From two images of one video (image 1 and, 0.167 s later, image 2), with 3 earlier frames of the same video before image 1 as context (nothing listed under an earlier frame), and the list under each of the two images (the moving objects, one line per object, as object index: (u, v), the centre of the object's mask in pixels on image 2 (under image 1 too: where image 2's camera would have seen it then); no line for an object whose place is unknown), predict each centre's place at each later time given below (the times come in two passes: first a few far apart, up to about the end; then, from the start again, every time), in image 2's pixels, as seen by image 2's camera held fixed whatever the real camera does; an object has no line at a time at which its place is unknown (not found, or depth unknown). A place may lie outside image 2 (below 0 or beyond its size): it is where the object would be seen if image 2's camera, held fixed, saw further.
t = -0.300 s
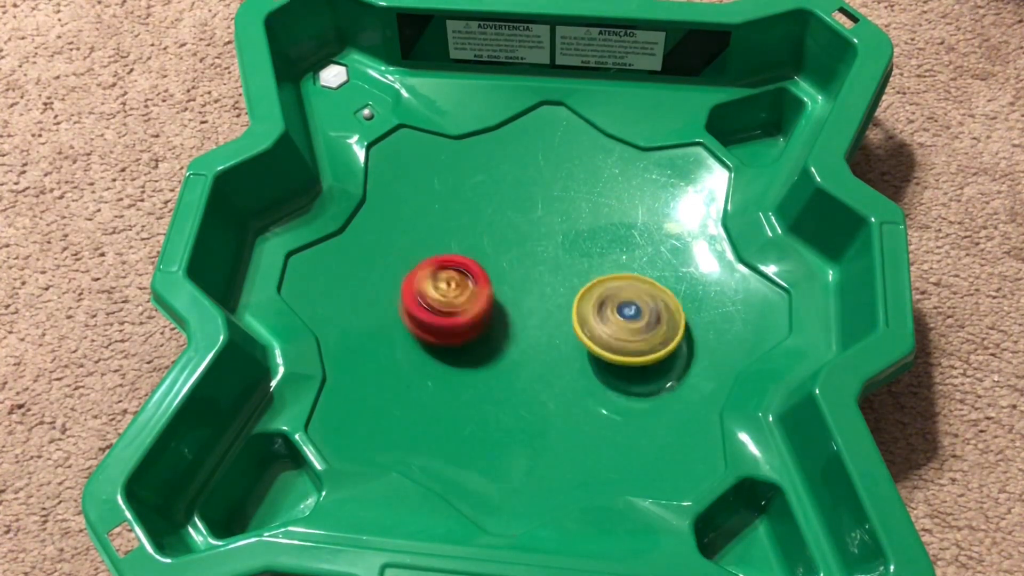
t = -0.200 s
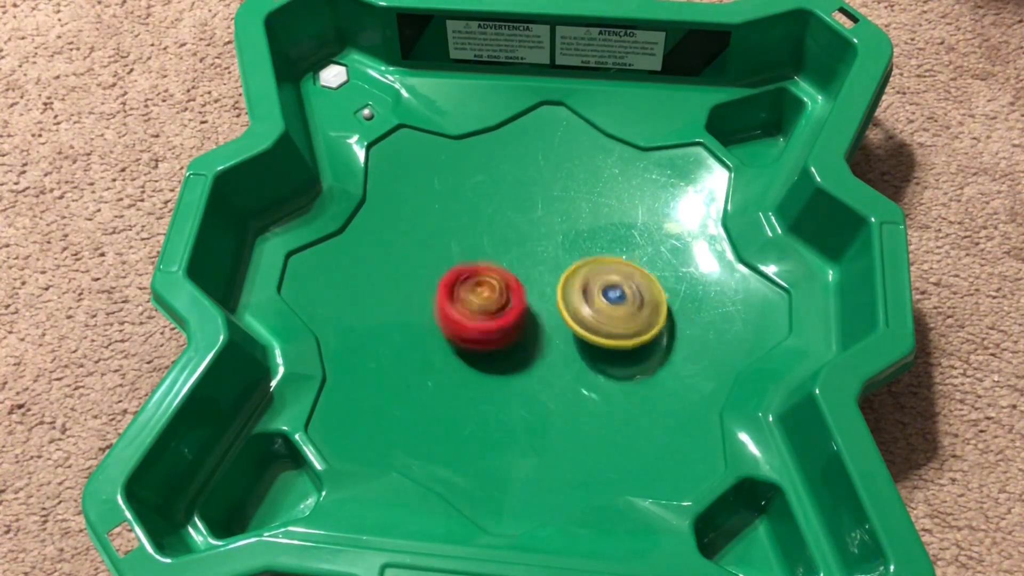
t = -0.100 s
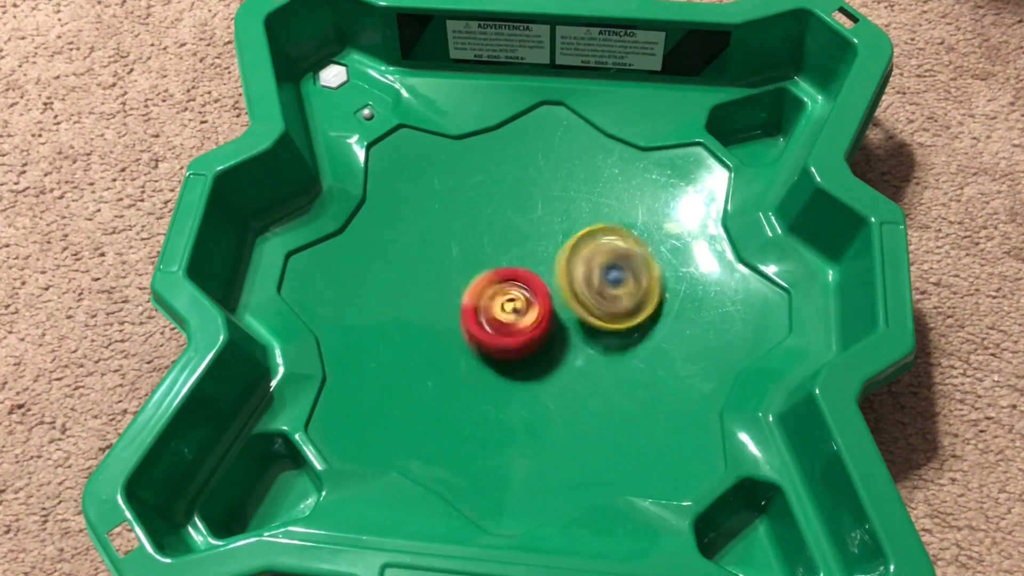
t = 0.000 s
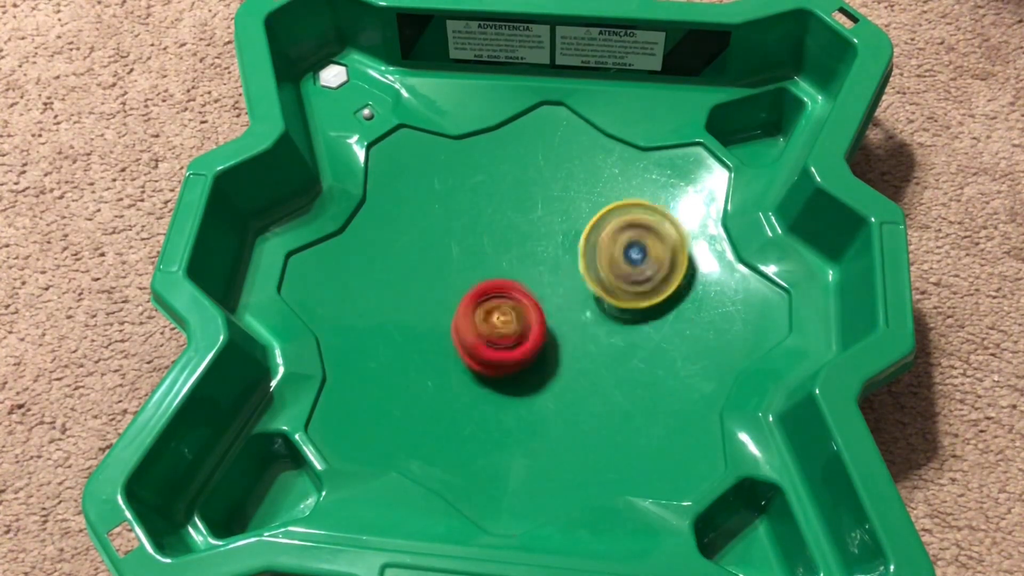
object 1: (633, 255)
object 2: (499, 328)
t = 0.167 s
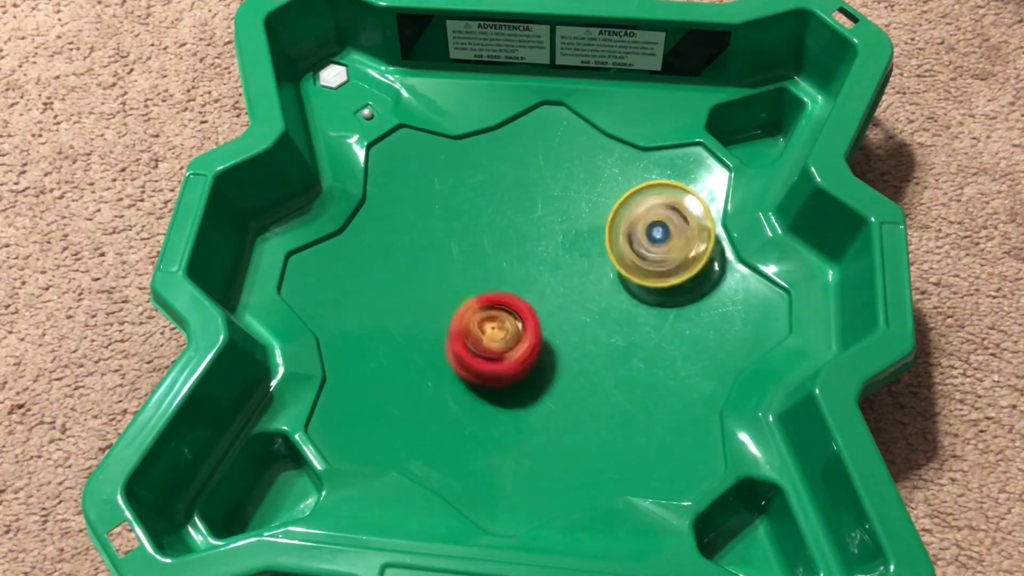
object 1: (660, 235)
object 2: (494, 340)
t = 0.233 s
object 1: (657, 235)
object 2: (495, 342)
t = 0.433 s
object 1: (622, 256)
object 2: (516, 328)
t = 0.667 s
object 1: (571, 243)
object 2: (512, 336)
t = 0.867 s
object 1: (535, 223)
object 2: (509, 332)
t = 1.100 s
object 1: (530, 215)
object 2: (525, 317)
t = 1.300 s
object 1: (528, 231)
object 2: (538, 324)
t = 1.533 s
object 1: (522, 226)
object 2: (568, 367)
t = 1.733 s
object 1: (510, 234)
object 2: (596, 352)
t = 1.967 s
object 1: (487, 249)
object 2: (592, 319)
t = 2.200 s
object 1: (464, 244)
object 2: (564, 323)
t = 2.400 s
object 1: (463, 244)
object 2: (548, 339)
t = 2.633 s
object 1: (484, 260)
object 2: (533, 353)
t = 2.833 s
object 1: (494, 262)
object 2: (520, 356)
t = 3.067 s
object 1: (503, 260)
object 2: (536, 350)
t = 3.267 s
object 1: (504, 261)
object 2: (552, 351)
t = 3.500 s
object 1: (510, 251)
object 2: (556, 344)
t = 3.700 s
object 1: (510, 256)
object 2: (542, 335)
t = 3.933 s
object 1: (545, 273)
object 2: (525, 353)
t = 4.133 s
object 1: (564, 270)
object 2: (524, 357)
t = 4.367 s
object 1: (564, 270)
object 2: (525, 357)
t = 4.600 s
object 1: (564, 270)
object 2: (525, 357)
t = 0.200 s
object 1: (659, 234)
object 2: (493, 340)
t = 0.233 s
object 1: (657, 235)
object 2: (495, 342)
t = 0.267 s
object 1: (655, 235)
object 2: (497, 340)
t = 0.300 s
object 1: (652, 237)
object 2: (499, 339)
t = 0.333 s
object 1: (649, 241)
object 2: (503, 337)
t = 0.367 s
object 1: (642, 245)
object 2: (506, 335)
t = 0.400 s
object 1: (633, 251)
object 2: (509, 332)
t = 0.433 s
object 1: (622, 256)
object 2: (516, 328)
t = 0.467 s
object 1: (611, 261)
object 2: (521, 325)
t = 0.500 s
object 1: (602, 261)
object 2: (524, 324)
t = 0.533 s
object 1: (603, 257)
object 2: (522, 328)
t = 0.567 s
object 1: (597, 254)
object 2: (518, 330)
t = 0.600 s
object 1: (588, 252)
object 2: (515, 334)
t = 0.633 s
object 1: (579, 247)
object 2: (515, 335)
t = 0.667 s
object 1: (571, 243)
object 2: (512, 336)
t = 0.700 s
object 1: (564, 239)
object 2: (510, 338)
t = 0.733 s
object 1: (556, 235)
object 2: (510, 336)
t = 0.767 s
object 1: (550, 232)
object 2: (508, 337)
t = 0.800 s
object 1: (544, 228)
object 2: (508, 336)
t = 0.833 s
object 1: (540, 225)
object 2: (509, 333)
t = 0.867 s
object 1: (535, 223)
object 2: (509, 332)
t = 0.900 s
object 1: (534, 221)
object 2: (510, 330)
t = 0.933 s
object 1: (533, 222)
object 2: (513, 325)
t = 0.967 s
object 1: (530, 222)
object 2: (514, 323)
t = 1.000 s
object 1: (528, 222)
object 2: (516, 320)
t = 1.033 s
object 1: (527, 221)
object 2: (520, 315)
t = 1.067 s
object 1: (526, 218)
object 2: (523, 315)
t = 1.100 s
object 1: (530, 215)
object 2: (525, 317)
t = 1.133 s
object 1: (532, 218)
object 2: (530, 319)
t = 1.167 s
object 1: (532, 221)
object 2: (531, 320)
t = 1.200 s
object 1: (530, 224)
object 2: (533, 323)
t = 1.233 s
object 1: (528, 226)
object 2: (536, 323)
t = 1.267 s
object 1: (528, 228)
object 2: (537, 323)
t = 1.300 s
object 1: (528, 231)
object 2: (538, 324)
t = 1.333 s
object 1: (528, 227)
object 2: (543, 331)
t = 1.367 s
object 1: (530, 219)
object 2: (549, 343)
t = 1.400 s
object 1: (531, 217)
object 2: (552, 350)
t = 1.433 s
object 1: (533, 219)
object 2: (556, 359)
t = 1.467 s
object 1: (531, 222)
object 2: (562, 363)
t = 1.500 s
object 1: (527, 224)
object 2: (566, 366)
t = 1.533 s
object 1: (522, 226)
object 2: (568, 367)
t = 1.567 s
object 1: (519, 225)
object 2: (572, 368)
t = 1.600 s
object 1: (518, 225)
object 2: (576, 367)
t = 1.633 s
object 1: (516, 226)
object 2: (582, 364)
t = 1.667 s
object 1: (514, 227)
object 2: (587, 361)
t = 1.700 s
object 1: (513, 230)
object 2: (592, 356)
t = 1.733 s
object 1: (510, 234)
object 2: (596, 352)
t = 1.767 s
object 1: (507, 236)
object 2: (598, 347)
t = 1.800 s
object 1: (503, 241)
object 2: (601, 342)
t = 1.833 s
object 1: (499, 243)
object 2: (601, 335)
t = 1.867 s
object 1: (496, 245)
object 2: (601, 329)
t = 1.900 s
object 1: (492, 248)
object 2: (598, 326)
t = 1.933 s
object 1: (489, 250)
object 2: (596, 323)
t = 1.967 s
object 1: (487, 249)
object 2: (592, 319)
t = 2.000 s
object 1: (485, 250)
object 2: (586, 316)
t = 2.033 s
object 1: (484, 252)
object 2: (580, 315)
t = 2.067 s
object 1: (482, 253)
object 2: (574, 312)
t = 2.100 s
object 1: (481, 253)
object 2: (566, 314)
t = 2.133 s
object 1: (481, 254)
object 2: (559, 316)
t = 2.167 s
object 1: (470, 248)
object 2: (563, 322)
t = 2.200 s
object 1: (464, 244)
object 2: (564, 323)
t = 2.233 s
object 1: (462, 241)
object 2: (562, 324)
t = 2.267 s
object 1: (461, 239)
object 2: (558, 327)
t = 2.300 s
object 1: (462, 240)
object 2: (555, 330)
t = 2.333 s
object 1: (461, 241)
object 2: (553, 332)
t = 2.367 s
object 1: (462, 243)
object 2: (551, 335)
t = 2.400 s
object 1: (463, 244)
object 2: (548, 339)
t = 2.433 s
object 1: (466, 245)
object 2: (545, 340)
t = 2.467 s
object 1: (470, 248)
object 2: (543, 343)
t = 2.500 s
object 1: (474, 252)
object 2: (541, 343)
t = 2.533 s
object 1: (478, 259)
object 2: (538, 343)
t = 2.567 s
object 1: (480, 264)
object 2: (535, 343)
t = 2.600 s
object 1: (481, 260)
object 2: (535, 348)
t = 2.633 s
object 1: (484, 260)
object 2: (533, 353)
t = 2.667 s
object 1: (487, 263)
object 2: (530, 356)
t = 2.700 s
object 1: (488, 268)
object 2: (527, 355)
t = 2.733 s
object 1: (486, 267)
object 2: (524, 355)
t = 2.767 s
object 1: (486, 264)
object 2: (523, 357)
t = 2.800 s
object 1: (490, 260)
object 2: (520, 357)
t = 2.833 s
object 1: (494, 262)
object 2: (520, 356)
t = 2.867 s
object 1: (494, 265)
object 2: (522, 354)
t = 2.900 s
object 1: (492, 263)
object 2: (524, 354)
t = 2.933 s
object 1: (494, 263)
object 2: (525, 355)
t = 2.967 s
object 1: (496, 265)
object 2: (527, 354)
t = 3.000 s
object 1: (497, 265)
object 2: (528, 353)
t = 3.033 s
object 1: (499, 263)
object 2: (532, 352)
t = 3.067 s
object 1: (503, 260)
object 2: (536, 350)
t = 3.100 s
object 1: (506, 259)
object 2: (537, 347)
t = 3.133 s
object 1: (508, 257)
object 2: (539, 348)
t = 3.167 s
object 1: (511, 259)
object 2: (543, 348)
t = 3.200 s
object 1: (509, 262)
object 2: (543, 346)
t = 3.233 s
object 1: (507, 264)
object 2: (547, 349)
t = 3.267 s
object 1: (504, 261)
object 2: (552, 351)
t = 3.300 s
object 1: (506, 257)
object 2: (556, 350)
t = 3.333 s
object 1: (510, 257)
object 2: (557, 348)
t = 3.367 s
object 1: (513, 259)
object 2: (557, 345)
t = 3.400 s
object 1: (513, 262)
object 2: (557, 340)
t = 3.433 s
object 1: (508, 258)
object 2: (557, 342)
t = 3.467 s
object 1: (507, 253)
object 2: (558, 344)
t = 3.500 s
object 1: (510, 251)
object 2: (556, 344)
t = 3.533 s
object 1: (514, 252)
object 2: (552, 344)
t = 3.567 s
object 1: (514, 252)
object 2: (551, 343)
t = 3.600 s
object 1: (514, 254)
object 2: (548, 341)
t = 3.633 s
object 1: (513, 254)
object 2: (547, 336)
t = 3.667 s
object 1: (511, 255)
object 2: (545, 334)
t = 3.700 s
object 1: (510, 256)
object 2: (542, 335)
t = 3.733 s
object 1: (511, 259)
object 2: (540, 339)
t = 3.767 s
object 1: (513, 262)
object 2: (538, 345)
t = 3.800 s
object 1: (516, 263)
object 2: (535, 351)
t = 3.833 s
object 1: (522, 266)
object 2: (532, 352)
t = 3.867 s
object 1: (529, 269)
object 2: (529, 353)
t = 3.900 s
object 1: (537, 271)
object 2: (527, 353)
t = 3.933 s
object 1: (545, 273)
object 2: (525, 353)
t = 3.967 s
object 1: (551, 273)
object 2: (524, 355)
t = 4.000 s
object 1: (555, 273)
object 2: (522, 357)
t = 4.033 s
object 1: (559, 272)
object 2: (521, 357)
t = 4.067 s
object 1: (563, 271)
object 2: (522, 357)
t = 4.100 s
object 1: (564, 270)
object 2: (523, 357)
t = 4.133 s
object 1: (564, 270)
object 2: (524, 357)
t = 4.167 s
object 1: (563, 270)
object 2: (526, 357)
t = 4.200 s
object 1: (563, 271)
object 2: (526, 357)
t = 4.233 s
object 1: (563, 271)
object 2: (526, 357)
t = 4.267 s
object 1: (563, 270)
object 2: (526, 357)
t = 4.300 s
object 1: (564, 270)
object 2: (526, 357)
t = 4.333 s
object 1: (564, 270)
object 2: (525, 357)
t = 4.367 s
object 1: (564, 270)
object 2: (525, 357)
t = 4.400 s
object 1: (563, 270)
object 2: (526, 357)
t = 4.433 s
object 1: (564, 270)
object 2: (526, 357)
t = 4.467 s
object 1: (564, 270)
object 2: (526, 357)
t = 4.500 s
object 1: (564, 270)
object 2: (526, 357)
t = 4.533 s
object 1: (564, 270)
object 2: (525, 357)
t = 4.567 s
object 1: (564, 270)
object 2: (525, 357)
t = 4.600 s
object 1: (564, 270)
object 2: (525, 357)
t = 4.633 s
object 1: (564, 270)
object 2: (525, 357)
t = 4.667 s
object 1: (564, 270)
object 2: (525, 357)
